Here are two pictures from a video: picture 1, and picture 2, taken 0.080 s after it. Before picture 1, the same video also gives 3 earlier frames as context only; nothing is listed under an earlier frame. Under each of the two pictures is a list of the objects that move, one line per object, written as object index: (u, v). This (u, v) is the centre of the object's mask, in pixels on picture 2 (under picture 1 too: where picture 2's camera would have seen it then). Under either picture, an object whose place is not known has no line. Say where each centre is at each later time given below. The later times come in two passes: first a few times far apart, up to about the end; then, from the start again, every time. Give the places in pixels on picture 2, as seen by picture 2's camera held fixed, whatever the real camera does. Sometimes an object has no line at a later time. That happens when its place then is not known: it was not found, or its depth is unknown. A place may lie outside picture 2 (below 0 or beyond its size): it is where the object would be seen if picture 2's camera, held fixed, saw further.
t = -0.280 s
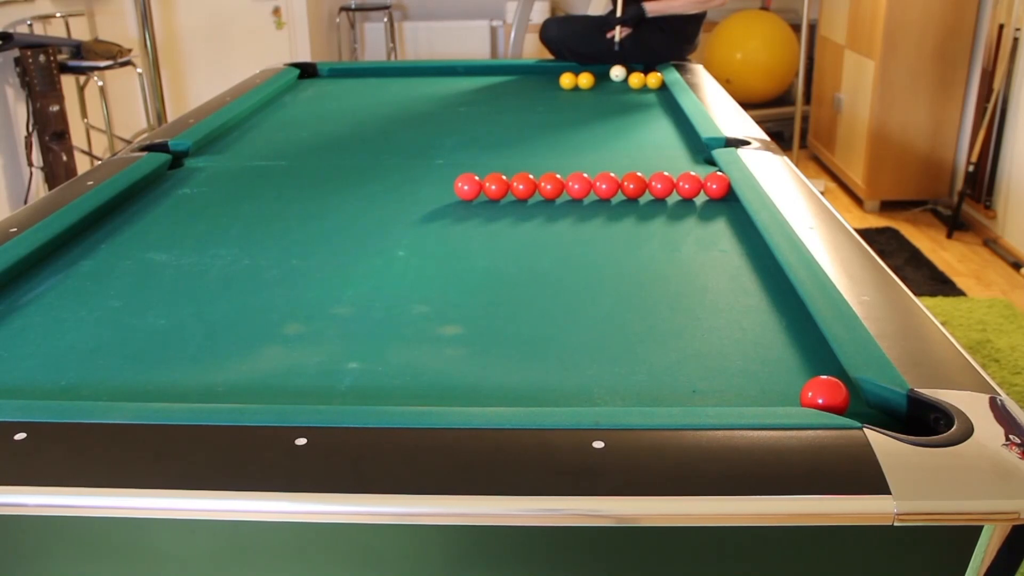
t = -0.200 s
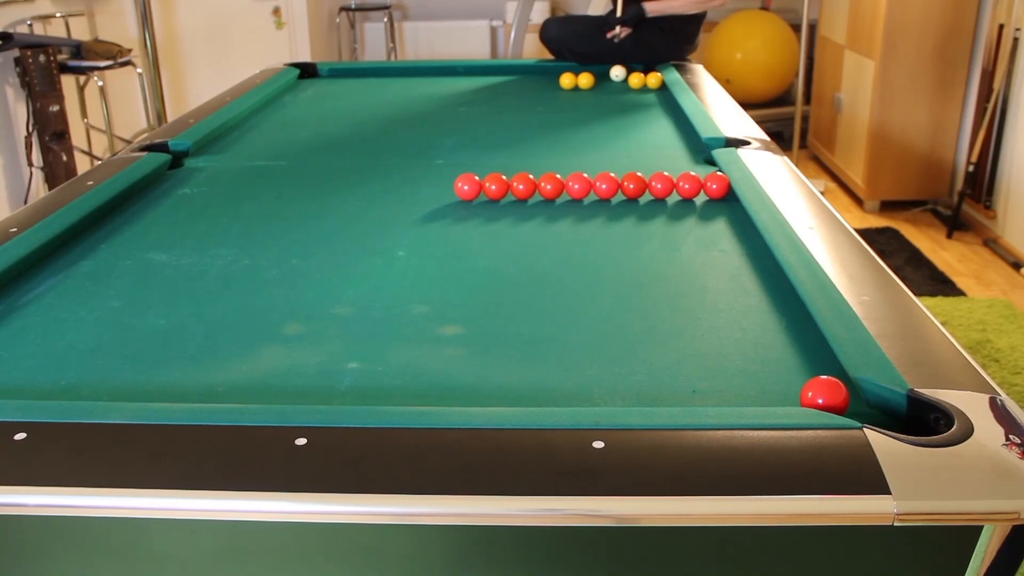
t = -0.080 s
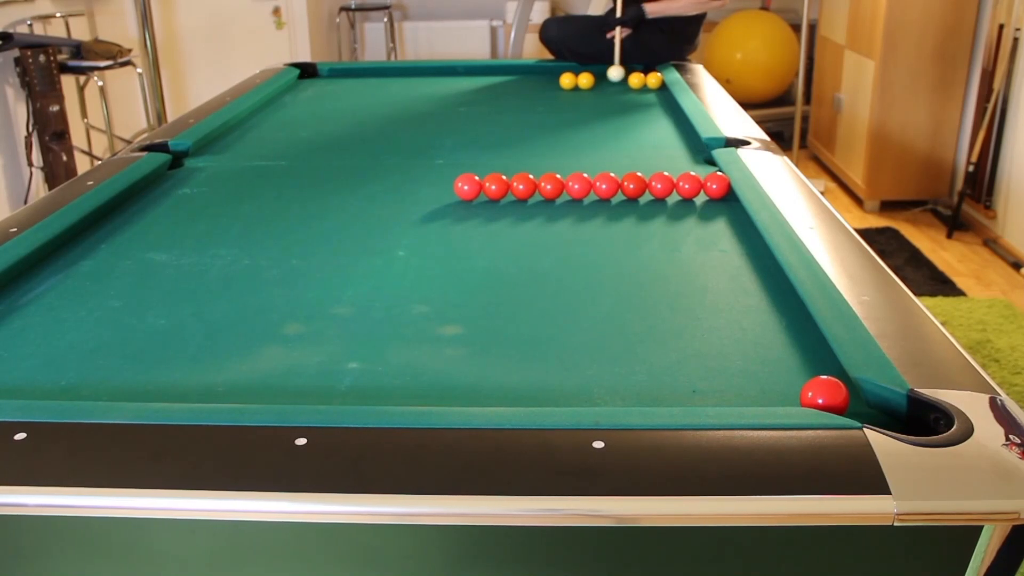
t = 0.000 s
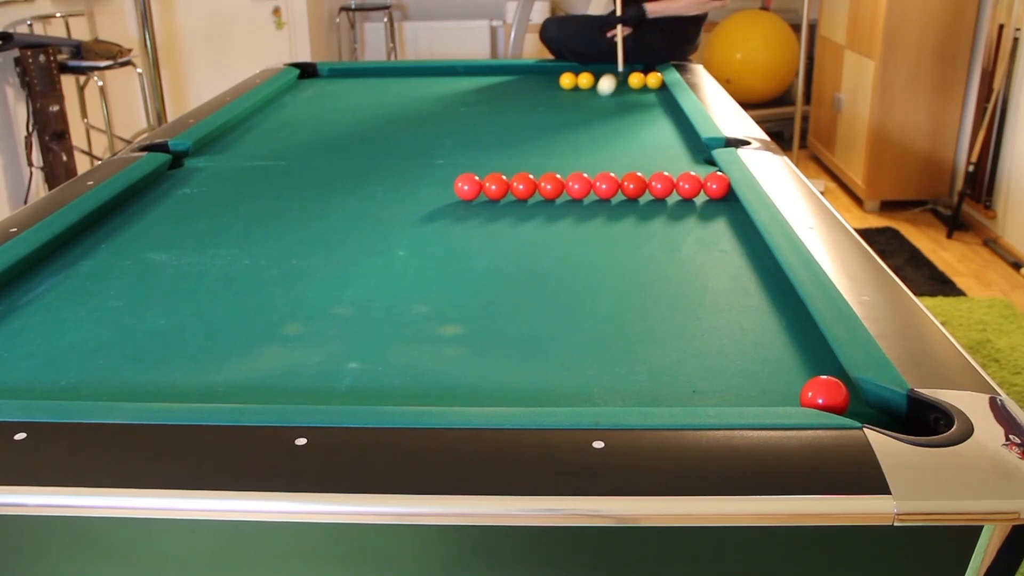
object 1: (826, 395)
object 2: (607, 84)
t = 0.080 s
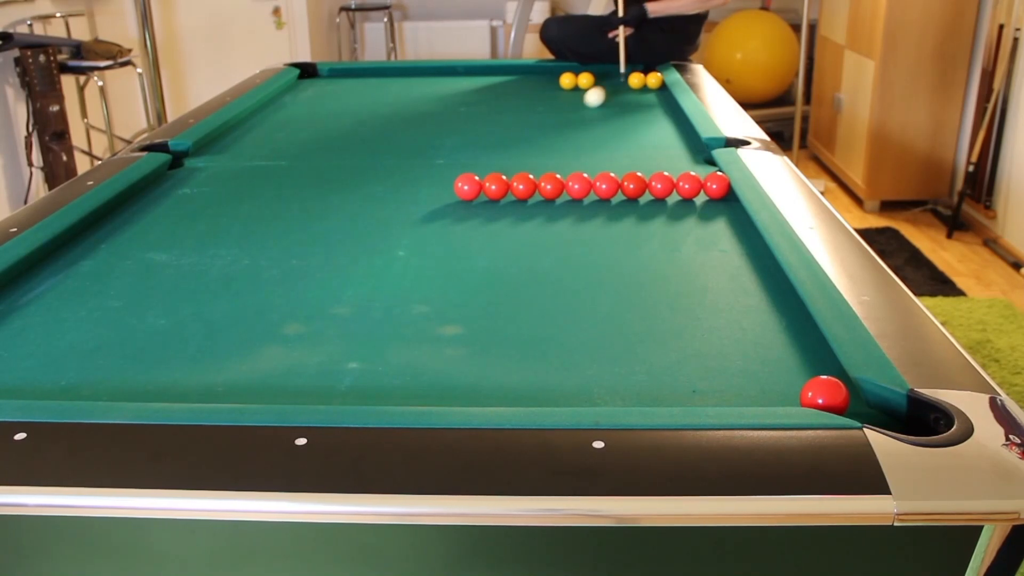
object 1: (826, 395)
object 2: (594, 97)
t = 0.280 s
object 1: (826, 395)
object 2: (548, 128)
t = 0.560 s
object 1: (826, 395)
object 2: (425, 173)
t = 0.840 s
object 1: (826, 395)
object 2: (233, 210)
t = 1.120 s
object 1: (826, 395)
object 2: (95, 244)
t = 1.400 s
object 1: (826, 395)
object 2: (166, 261)
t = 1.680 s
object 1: (826, 395)
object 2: (240, 280)
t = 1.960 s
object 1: (826, 395)
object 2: (320, 300)
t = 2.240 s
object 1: (826, 395)
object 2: (408, 322)
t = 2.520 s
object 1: (826, 395)
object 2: (504, 346)
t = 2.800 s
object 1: (826, 395)
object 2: (608, 371)
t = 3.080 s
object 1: (826, 395)
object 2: (719, 392)
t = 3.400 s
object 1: (845, 397)
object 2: (780, 387)
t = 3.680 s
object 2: (791, 375)
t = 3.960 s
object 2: (801, 365)
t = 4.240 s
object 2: (809, 357)
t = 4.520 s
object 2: (809, 354)
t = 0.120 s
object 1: (826, 395)
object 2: (587, 102)
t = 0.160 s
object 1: (826, 395)
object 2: (579, 109)
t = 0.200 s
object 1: (826, 395)
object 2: (570, 115)
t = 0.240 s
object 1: (826, 395)
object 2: (560, 122)
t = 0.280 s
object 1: (826, 395)
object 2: (548, 128)
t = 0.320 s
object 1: (826, 395)
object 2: (535, 135)
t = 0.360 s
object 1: (826, 395)
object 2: (521, 141)
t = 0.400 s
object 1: (826, 395)
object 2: (505, 148)
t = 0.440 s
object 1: (826, 395)
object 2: (487, 154)
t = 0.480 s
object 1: (826, 395)
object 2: (468, 160)
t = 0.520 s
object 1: (826, 395)
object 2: (447, 167)
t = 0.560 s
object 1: (826, 395)
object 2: (425, 173)
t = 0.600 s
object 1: (826, 395)
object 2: (401, 179)
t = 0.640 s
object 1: (826, 395)
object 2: (375, 184)
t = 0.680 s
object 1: (826, 395)
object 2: (348, 189)
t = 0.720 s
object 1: (826, 395)
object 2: (320, 195)
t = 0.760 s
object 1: (826, 395)
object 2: (292, 199)
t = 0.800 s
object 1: (826, 395)
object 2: (262, 205)
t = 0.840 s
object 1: (826, 395)
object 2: (233, 210)
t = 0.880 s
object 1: (826, 395)
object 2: (202, 216)
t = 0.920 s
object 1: (826, 395)
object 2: (170, 221)
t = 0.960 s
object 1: (826, 395)
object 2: (137, 227)
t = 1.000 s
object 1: (826, 395)
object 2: (104, 233)
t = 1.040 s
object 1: (826, 395)
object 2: (74, 238)
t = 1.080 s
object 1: (826, 395)
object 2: (81, 242)
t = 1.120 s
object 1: (826, 395)
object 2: (95, 244)
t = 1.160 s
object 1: (826, 395)
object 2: (107, 246)
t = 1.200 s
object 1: (826, 395)
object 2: (117, 249)
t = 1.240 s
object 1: (826, 395)
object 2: (126, 251)
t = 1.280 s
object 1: (825, 395)
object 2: (136, 254)
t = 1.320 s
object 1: (826, 395)
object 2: (146, 256)
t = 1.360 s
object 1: (826, 395)
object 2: (156, 258)
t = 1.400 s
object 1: (826, 395)
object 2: (166, 261)
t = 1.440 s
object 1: (826, 395)
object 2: (176, 264)
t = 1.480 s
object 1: (826, 395)
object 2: (186, 266)
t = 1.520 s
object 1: (826, 395)
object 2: (197, 269)
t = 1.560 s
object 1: (826, 395)
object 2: (207, 271)
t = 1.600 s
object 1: (826, 395)
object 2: (218, 274)
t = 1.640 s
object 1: (826, 395)
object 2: (229, 277)
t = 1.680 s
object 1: (826, 395)
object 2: (240, 280)
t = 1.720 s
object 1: (826, 395)
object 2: (251, 282)
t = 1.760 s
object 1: (826, 395)
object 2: (262, 285)
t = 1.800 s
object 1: (826, 395)
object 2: (273, 288)
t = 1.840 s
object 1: (826, 395)
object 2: (285, 291)
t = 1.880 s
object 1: (826, 395)
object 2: (296, 294)
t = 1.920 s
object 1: (826, 395)
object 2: (308, 297)
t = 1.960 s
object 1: (826, 395)
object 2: (320, 300)
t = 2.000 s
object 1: (826, 395)
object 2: (332, 303)
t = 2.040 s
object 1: (826, 395)
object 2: (344, 306)
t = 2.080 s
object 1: (826, 395)
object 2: (357, 309)
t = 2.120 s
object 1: (826, 395)
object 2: (369, 312)
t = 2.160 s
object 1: (826, 395)
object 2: (382, 315)
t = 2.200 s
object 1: (826, 395)
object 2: (395, 319)
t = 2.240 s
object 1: (826, 395)
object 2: (408, 322)
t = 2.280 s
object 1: (826, 395)
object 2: (421, 325)
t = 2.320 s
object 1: (826, 395)
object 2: (434, 328)
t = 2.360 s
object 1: (826, 395)
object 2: (448, 332)
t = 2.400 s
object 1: (826, 395)
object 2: (462, 335)
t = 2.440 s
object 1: (826, 395)
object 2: (475, 339)
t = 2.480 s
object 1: (826, 395)
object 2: (490, 342)
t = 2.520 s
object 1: (826, 395)
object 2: (504, 346)
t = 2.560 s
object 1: (826, 395)
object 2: (518, 349)
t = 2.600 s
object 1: (826, 395)
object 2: (533, 353)
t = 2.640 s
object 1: (826, 395)
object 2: (547, 357)
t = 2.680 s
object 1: (826, 395)
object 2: (562, 360)
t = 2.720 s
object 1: (826, 395)
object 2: (577, 364)
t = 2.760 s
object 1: (826, 395)
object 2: (593, 368)
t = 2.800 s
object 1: (826, 395)
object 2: (608, 371)
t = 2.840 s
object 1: (826, 395)
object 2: (623, 375)
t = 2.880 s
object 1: (826, 395)
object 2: (639, 378)
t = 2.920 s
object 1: (826, 395)
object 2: (655, 382)
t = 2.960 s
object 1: (826, 395)
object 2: (670, 385)
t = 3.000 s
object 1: (826, 395)
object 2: (687, 387)
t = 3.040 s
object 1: (826, 395)
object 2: (703, 390)
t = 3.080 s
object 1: (826, 395)
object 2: (719, 392)
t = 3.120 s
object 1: (826, 395)
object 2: (736, 394)
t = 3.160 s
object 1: (826, 395)
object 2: (748, 394)
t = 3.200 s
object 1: (826, 395)
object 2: (757, 393)
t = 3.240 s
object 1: (826, 395)
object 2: (767, 392)
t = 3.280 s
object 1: (827, 395)
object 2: (775, 391)
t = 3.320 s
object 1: (833, 396)
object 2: (777, 390)
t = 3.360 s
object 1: (840, 397)
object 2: (779, 388)
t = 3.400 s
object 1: (845, 397)
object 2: (780, 387)
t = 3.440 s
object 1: (851, 398)
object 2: (782, 385)
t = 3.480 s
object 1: (857, 399)
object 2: (784, 384)
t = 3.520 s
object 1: (863, 401)
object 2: (785, 382)
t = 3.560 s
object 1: (870, 404)
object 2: (786, 380)
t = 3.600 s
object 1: (879, 409)
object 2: (788, 378)
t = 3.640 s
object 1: (889, 418)
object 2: (789, 377)
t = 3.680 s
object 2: (791, 375)
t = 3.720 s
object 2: (793, 373)
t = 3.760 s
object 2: (794, 372)
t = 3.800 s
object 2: (796, 370)
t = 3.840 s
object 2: (797, 369)
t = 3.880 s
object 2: (799, 368)
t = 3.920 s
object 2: (800, 366)
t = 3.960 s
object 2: (801, 365)
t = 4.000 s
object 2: (803, 364)
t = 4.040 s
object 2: (804, 363)
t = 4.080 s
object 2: (805, 362)
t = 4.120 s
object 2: (806, 360)
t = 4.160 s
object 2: (807, 359)
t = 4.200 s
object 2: (808, 358)
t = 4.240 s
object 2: (809, 357)
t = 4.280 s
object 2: (810, 357)
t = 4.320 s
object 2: (812, 356)
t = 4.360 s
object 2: (812, 355)
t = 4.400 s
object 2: (811, 355)
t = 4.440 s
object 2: (810, 354)
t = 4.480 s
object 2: (809, 354)
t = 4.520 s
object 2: (809, 354)
